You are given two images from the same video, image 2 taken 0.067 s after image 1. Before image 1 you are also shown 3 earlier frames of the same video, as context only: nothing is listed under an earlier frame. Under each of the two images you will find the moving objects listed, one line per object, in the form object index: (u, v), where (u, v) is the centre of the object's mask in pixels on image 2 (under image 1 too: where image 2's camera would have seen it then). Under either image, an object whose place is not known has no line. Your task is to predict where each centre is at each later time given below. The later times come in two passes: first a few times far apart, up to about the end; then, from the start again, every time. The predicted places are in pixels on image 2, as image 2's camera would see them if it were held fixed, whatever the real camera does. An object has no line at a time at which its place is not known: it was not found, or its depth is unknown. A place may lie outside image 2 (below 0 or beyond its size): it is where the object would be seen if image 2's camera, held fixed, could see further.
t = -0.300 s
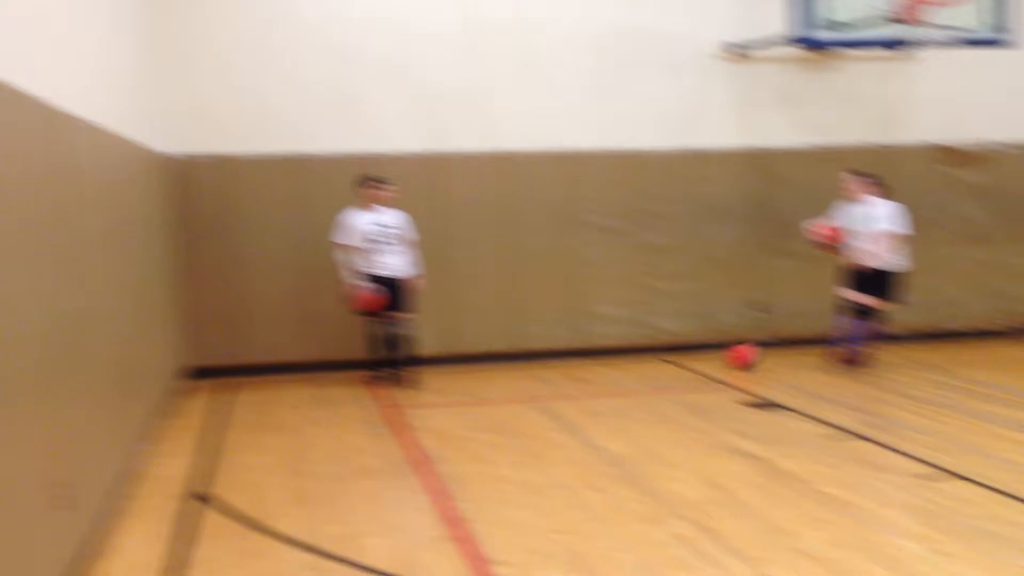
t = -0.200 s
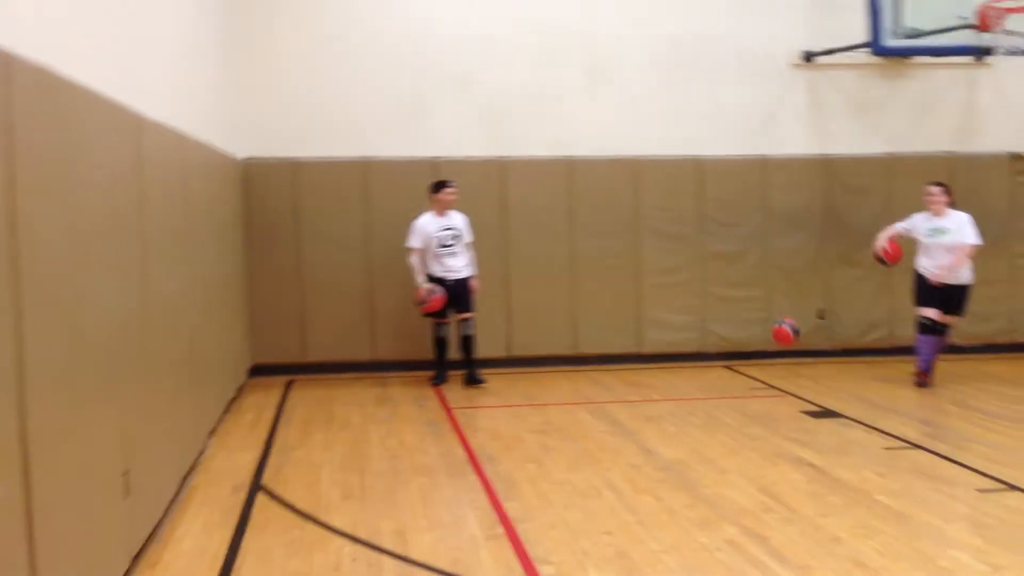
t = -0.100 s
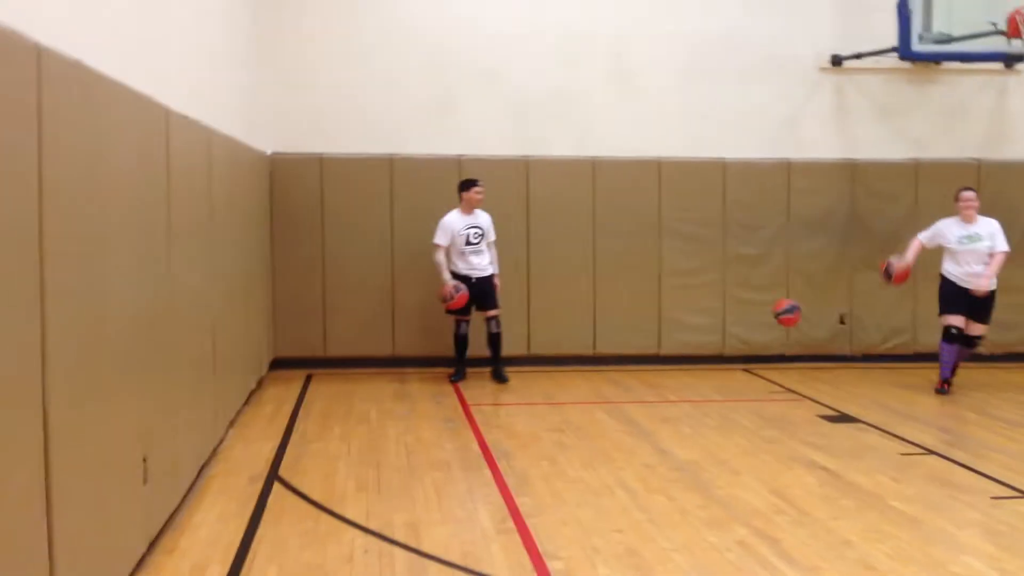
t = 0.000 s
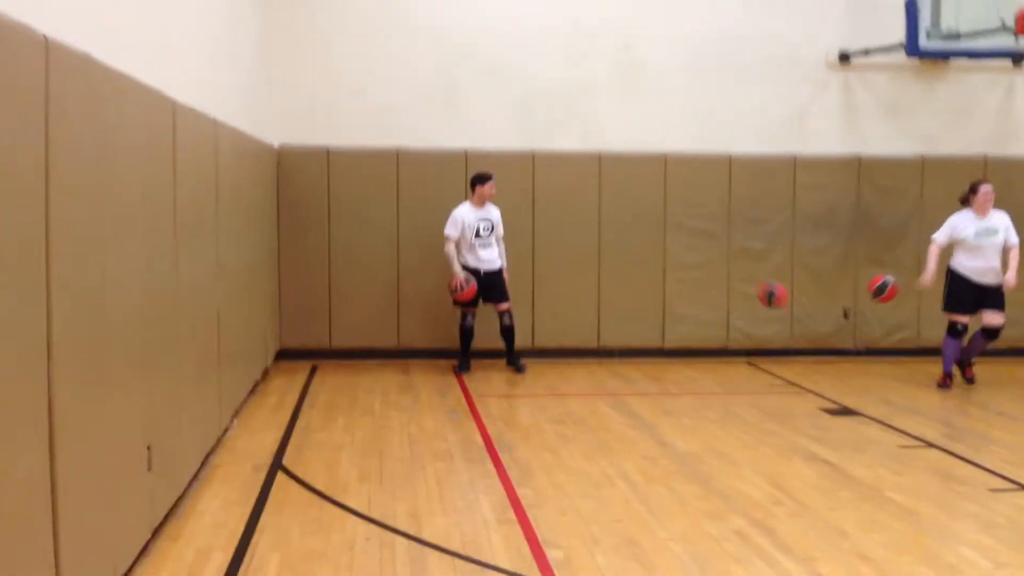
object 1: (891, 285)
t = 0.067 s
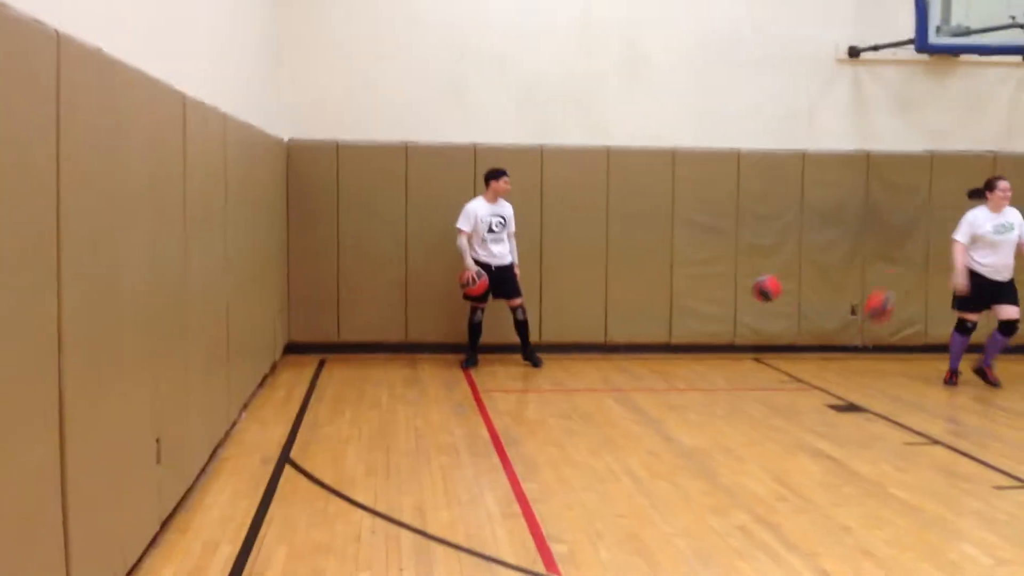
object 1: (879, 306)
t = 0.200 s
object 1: (856, 365)
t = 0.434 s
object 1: (842, 301)
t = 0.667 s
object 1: (825, 290)
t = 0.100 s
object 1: (872, 319)
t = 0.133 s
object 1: (867, 331)
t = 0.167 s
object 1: (862, 348)
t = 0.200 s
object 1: (856, 365)
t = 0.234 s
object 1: (853, 357)
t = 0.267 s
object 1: (851, 344)
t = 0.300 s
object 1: (848, 332)
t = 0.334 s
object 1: (846, 322)
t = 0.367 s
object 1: (845, 314)
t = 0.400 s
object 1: (844, 307)
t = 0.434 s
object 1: (842, 301)
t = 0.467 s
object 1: (842, 297)
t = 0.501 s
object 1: (837, 291)
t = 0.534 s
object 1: (834, 288)
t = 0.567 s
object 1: (832, 286)
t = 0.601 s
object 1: (830, 286)
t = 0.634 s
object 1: (828, 287)
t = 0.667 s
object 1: (825, 290)
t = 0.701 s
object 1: (822, 294)
